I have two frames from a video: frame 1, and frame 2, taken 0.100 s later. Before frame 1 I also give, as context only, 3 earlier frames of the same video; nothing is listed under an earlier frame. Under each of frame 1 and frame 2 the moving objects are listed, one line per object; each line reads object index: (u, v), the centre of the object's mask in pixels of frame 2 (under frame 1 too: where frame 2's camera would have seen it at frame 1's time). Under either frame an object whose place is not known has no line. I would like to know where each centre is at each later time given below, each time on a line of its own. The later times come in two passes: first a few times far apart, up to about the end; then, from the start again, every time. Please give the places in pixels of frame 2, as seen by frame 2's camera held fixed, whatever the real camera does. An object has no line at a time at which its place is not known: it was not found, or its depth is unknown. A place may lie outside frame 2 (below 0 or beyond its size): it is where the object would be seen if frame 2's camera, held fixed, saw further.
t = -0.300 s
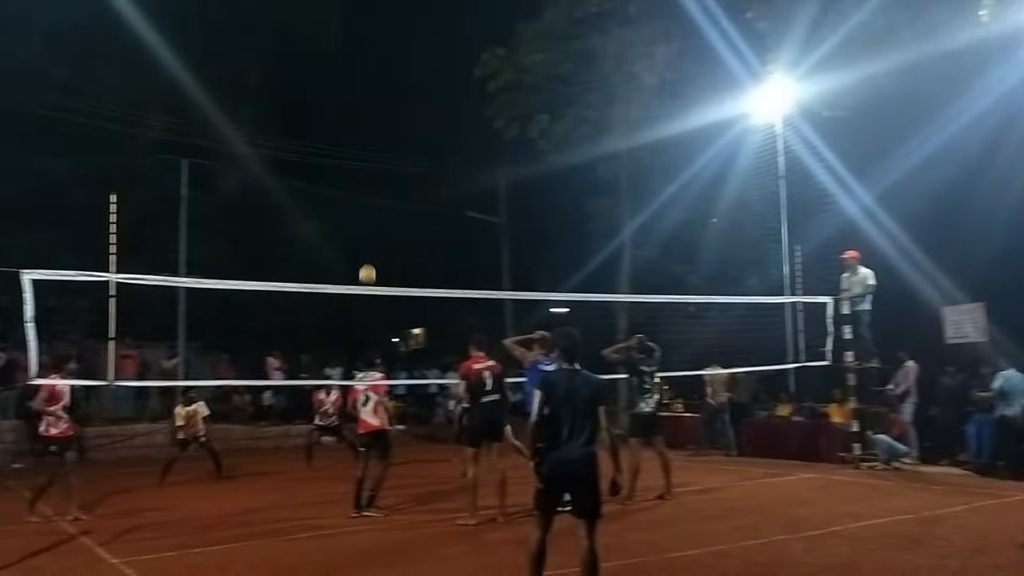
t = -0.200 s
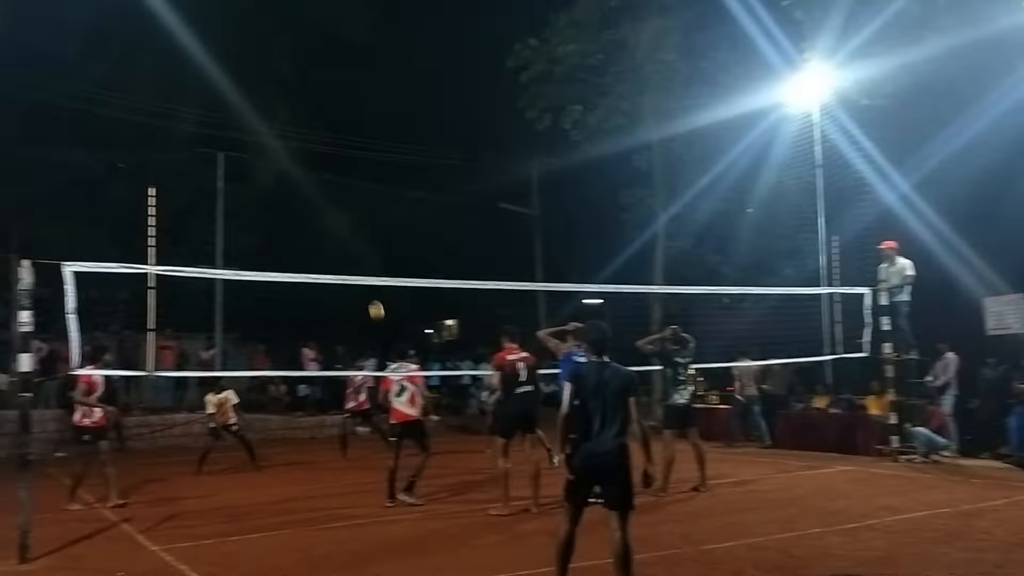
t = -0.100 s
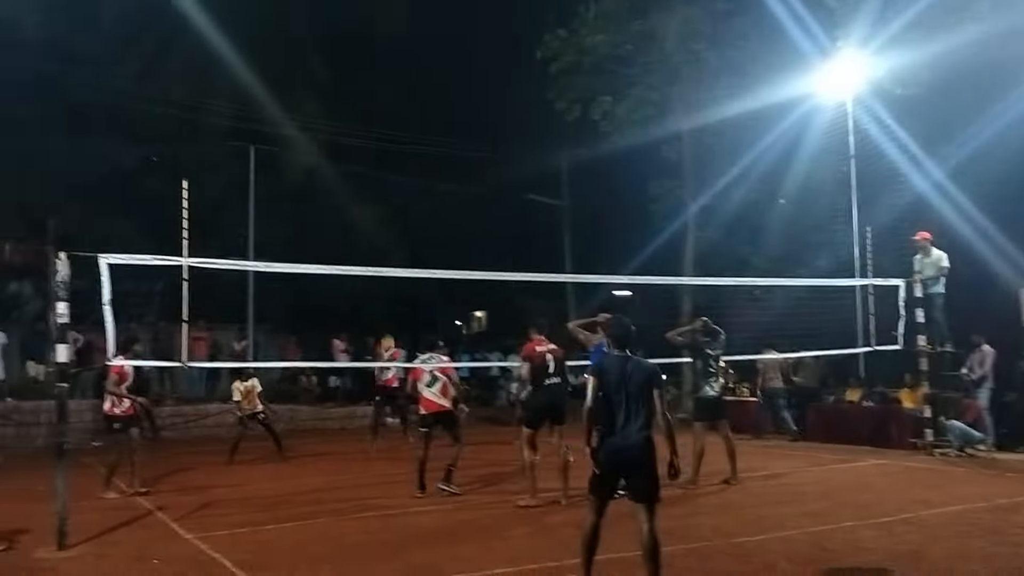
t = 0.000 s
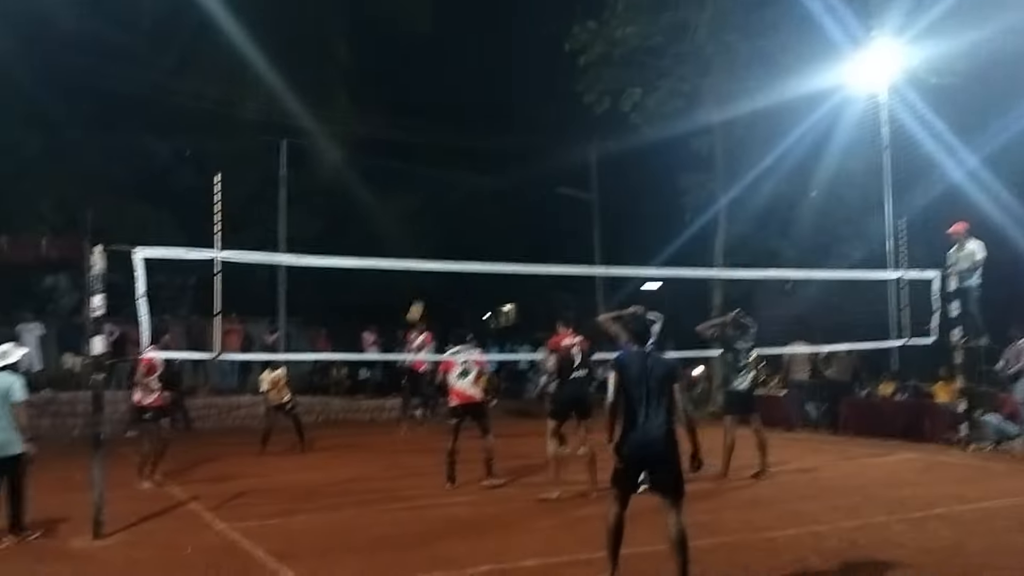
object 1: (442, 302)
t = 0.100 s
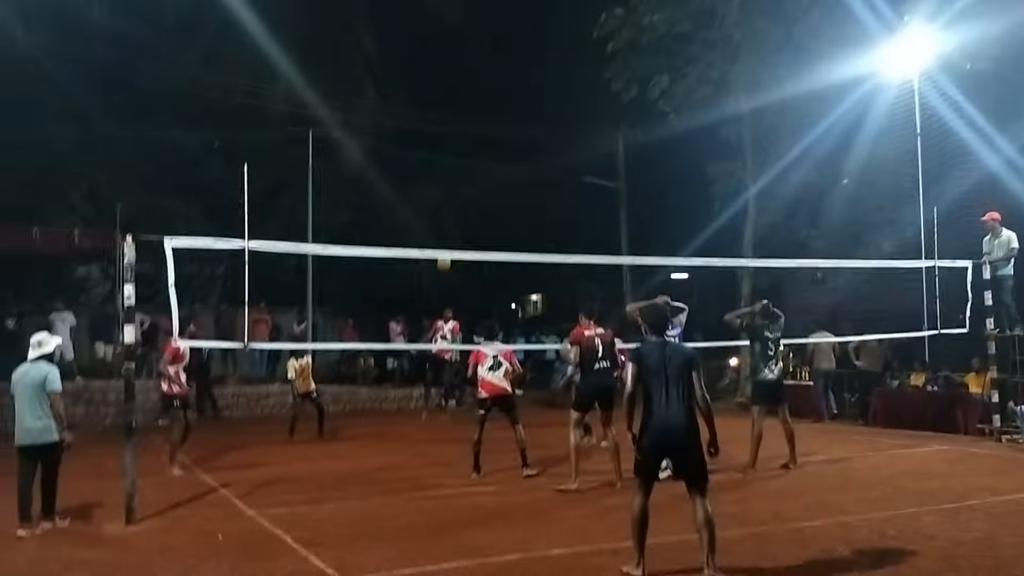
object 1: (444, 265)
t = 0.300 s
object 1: (449, 188)
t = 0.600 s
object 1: (460, 123)
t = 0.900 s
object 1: (474, 114)
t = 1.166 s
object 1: (489, 158)
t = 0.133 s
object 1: (444, 243)
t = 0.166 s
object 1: (445, 233)
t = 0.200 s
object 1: (446, 221)
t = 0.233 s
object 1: (447, 210)
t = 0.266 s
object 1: (448, 199)
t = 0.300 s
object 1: (449, 188)
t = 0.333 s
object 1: (450, 179)
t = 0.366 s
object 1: (451, 170)
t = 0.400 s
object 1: (453, 162)
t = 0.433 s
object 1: (454, 154)
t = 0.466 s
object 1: (455, 146)
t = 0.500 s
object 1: (456, 139)
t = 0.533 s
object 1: (458, 133)
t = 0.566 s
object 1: (459, 128)
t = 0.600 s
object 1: (460, 123)
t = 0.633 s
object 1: (462, 120)
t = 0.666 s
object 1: (463, 117)
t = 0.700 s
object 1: (465, 114)
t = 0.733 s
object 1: (466, 112)
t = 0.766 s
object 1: (468, 111)
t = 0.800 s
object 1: (469, 111)
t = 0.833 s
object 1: (471, 111)
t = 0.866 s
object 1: (473, 112)
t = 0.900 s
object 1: (474, 114)
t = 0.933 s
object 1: (476, 117)
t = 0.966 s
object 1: (478, 120)
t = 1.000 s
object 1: (480, 124)
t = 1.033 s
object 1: (481, 129)
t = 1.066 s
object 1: (483, 135)
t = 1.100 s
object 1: (485, 142)
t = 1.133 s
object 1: (487, 149)
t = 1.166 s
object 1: (489, 158)
